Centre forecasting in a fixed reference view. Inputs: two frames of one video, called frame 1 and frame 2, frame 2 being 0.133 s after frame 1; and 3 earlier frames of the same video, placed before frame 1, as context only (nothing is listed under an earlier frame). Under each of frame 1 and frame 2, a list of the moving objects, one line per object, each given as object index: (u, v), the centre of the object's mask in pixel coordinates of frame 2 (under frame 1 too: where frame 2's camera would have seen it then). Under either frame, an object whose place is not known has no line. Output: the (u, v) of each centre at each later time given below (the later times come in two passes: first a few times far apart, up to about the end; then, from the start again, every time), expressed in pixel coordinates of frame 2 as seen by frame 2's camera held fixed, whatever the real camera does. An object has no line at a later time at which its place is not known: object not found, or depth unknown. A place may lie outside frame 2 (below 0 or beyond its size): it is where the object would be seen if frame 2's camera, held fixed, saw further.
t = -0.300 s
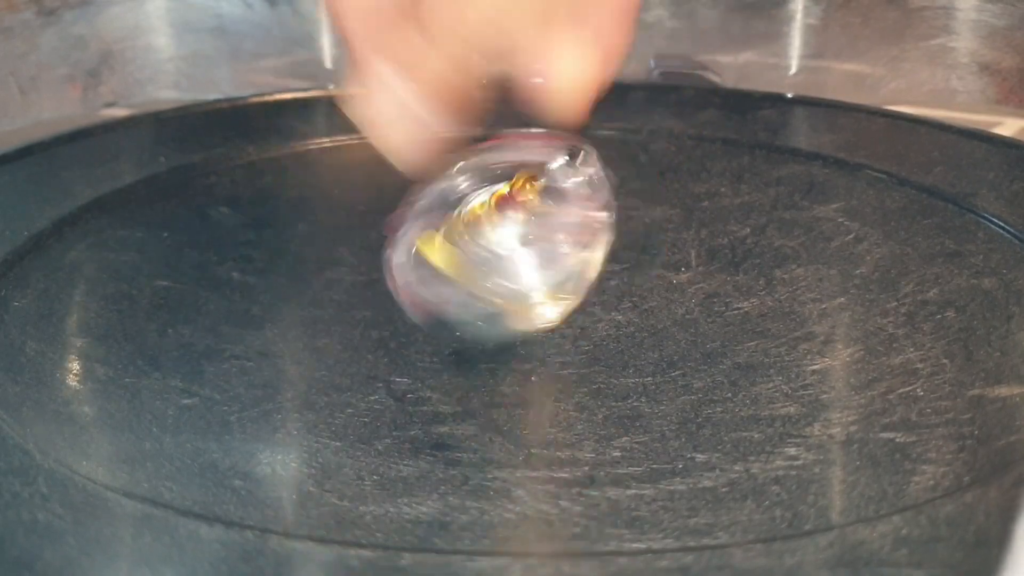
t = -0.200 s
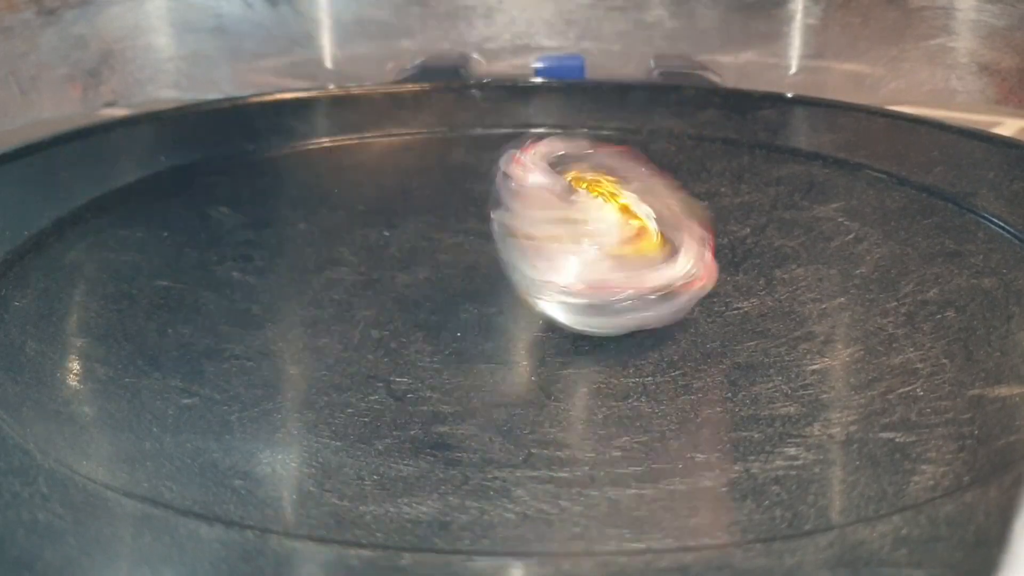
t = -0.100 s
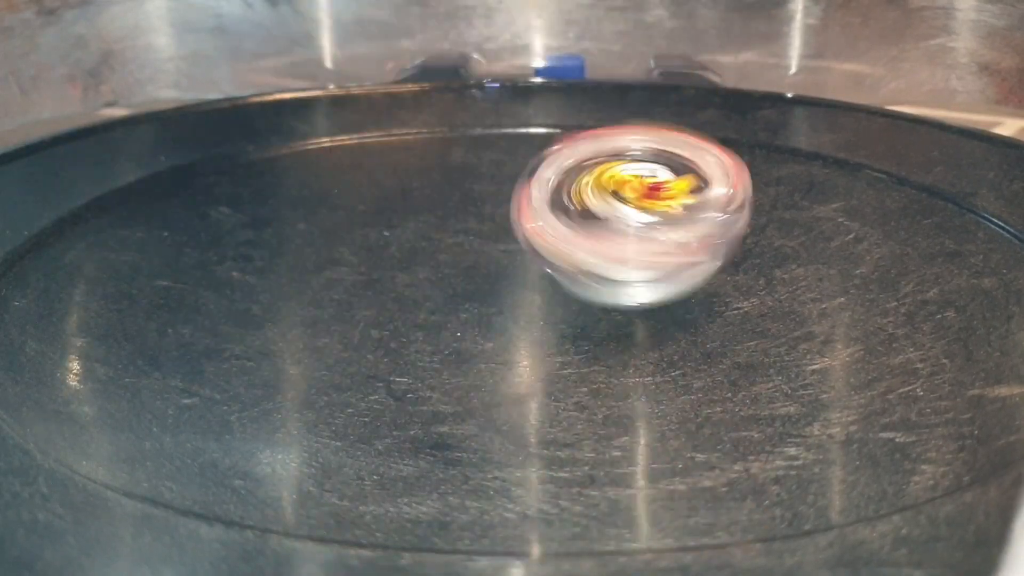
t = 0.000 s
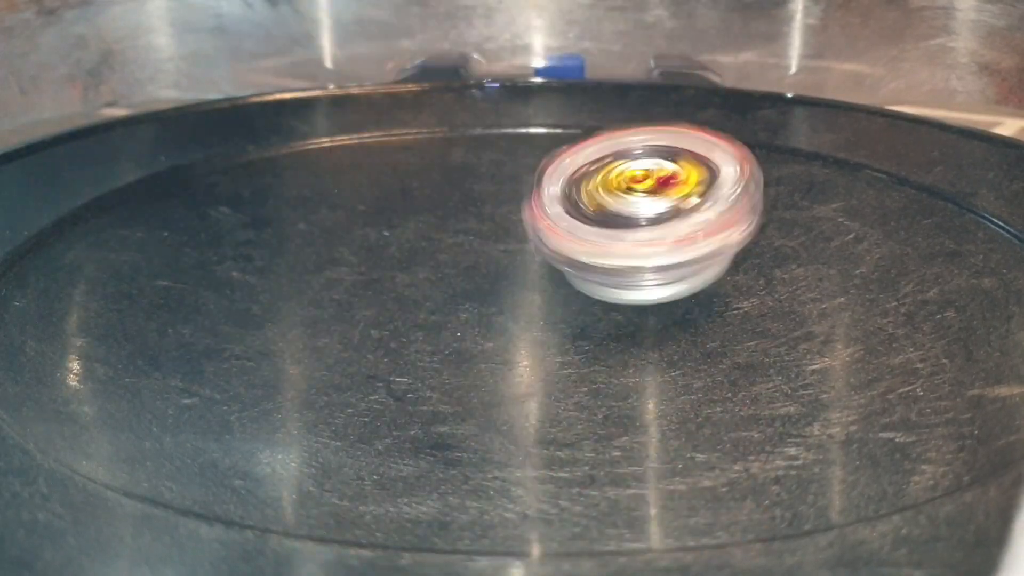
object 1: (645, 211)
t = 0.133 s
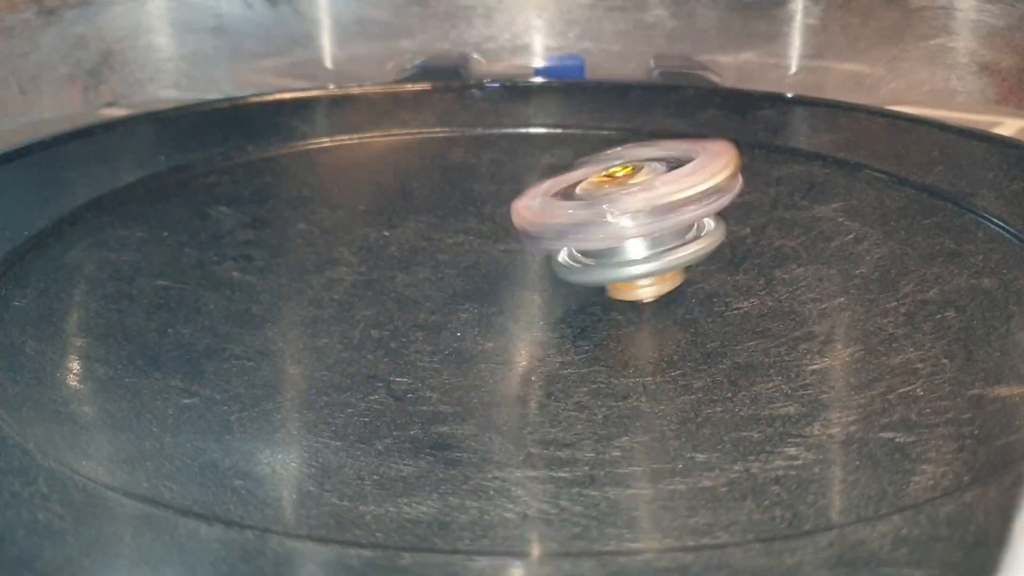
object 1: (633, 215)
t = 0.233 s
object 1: (617, 222)
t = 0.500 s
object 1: (522, 222)
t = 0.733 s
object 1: (488, 201)
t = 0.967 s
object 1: (481, 214)
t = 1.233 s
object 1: (439, 244)
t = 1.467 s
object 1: (415, 238)
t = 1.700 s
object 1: (415, 246)
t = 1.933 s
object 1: (418, 268)
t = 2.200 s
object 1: (445, 277)
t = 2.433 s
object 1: (498, 284)
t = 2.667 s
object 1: (564, 287)
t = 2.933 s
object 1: (617, 279)
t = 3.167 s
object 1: (648, 263)
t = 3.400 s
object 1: (667, 244)
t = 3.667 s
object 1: (655, 229)
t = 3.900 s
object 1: (608, 216)
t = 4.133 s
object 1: (565, 209)
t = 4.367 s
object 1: (516, 207)
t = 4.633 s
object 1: (466, 214)
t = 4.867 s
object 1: (433, 222)
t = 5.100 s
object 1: (425, 243)
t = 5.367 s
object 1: (438, 270)
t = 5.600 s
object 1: (488, 283)
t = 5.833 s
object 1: (547, 280)
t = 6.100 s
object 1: (635, 283)
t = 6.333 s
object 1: (637, 250)
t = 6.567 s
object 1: (585, 224)
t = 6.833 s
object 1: (502, 215)
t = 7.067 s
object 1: (446, 233)
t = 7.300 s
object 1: (478, 261)
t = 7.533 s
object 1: (539, 288)
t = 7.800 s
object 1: (585, 255)
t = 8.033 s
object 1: (570, 277)
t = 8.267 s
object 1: (596, 274)
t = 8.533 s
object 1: (587, 278)
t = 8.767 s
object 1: (582, 272)
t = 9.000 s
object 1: (596, 259)
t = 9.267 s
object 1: (579, 274)
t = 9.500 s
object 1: (573, 261)
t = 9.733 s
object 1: (572, 269)
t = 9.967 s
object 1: (548, 268)
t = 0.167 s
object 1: (632, 219)
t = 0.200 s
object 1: (628, 219)
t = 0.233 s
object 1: (617, 222)
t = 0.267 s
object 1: (607, 225)
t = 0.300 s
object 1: (596, 225)
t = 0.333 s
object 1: (581, 227)
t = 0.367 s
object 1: (570, 227)
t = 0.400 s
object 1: (558, 227)
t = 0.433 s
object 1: (540, 224)
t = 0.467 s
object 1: (531, 224)
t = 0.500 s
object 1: (522, 222)
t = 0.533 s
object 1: (513, 219)
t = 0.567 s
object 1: (501, 212)
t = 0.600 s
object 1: (494, 212)
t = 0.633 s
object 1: (497, 211)
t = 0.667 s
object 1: (497, 207)
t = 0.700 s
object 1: (494, 202)
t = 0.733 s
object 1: (488, 201)
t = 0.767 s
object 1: (484, 200)
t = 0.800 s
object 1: (482, 200)
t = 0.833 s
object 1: (478, 203)
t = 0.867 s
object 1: (473, 206)
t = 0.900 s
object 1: (475, 209)
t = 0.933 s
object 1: (482, 213)
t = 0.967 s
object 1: (481, 214)
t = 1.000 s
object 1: (473, 218)
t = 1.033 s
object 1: (472, 225)
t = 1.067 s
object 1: (470, 229)
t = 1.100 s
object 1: (467, 232)
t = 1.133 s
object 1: (459, 233)
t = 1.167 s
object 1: (447, 239)
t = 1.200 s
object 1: (444, 243)
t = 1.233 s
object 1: (439, 244)
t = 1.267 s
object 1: (435, 244)
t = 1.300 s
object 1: (428, 243)
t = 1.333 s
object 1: (420, 244)
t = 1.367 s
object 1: (423, 245)
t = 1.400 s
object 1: (423, 244)
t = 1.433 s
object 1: (423, 240)
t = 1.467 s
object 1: (415, 238)
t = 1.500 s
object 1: (410, 239)
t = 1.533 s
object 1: (404, 240)
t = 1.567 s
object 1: (398, 241)
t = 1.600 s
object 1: (406, 242)
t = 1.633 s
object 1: (411, 243)
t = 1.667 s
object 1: (416, 244)
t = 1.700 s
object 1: (415, 246)
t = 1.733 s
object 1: (413, 251)
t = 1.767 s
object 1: (416, 255)
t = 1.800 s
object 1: (424, 259)
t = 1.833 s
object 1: (430, 258)
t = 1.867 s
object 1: (428, 261)
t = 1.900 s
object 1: (423, 264)
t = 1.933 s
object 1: (418, 268)
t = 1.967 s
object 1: (428, 273)
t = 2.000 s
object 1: (435, 272)
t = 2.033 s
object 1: (441, 272)
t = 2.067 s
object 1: (444, 271)
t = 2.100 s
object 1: (445, 273)
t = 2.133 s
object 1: (442, 275)
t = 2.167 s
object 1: (437, 275)
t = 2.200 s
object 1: (445, 277)
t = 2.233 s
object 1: (453, 277)
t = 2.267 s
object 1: (466, 278)
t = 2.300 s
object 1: (474, 278)
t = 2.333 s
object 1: (485, 283)
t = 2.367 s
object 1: (487, 285)
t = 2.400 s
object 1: (488, 286)
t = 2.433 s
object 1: (498, 284)
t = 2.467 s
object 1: (514, 286)
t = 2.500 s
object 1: (531, 285)
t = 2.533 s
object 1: (543, 288)
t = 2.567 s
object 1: (550, 289)
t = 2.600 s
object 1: (550, 289)
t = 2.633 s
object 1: (557, 289)
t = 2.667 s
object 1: (564, 287)
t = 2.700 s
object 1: (579, 288)
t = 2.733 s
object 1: (588, 288)
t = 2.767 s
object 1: (600, 290)
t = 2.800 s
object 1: (606, 288)
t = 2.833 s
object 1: (608, 286)
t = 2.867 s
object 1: (607, 281)
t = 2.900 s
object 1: (609, 281)
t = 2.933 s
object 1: (617, 279)
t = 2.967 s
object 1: (630, 282)
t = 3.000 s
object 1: (643, 280)
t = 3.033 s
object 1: (647, 276)
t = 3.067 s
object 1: (644, 270)
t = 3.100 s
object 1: (639, 265)
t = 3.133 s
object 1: (642, 262)
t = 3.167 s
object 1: (648, 263)
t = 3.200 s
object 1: (664, 264)
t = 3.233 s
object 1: (672, 261)
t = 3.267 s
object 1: (673, 257)
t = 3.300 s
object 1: (665, 251)
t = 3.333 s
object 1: (661, 247)
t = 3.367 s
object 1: (660, 244)
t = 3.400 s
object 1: (667, 244)
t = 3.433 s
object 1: (675, 244)
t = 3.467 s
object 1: (684, 243)
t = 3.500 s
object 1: (683, 238)
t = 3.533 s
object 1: (675, 233)
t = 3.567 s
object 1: (661, 228)
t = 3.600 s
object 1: (654, 229)
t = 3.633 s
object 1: (651, 229)
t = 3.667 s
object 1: (655, 229)
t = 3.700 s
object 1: (657, 230)
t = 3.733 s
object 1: (656, 226)
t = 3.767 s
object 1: (646, 220)
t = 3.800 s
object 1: (631, 217)
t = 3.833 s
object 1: (618, 214)
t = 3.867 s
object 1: (612, 217)
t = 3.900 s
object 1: (608, 216)
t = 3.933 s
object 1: (613, 218)
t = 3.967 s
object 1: (614, 216)
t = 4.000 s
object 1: (610, 212)
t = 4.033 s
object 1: (597, 207)
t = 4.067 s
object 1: (581, 205)
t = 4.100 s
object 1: (571, 204)
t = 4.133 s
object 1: (565, 209)
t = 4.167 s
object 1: (566, 206)
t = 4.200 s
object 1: (567, 209)
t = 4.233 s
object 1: (567, 206)
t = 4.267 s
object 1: (557, 203)
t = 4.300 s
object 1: (541, 202)
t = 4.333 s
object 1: (525, 203)
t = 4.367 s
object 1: (516, 207)
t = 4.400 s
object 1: (514, 209)
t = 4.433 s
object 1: (518, 206)
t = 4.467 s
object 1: (519, 212)
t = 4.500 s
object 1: (514, 207)
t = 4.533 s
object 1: (503, 207)
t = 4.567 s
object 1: (489, 207)
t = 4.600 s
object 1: (473, 209)
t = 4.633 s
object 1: (466, 214)
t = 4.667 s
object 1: (466, 215)
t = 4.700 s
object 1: (471, 212)
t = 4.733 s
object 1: (472, 218)
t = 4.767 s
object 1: (467, 213)
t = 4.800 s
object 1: (457, 215)
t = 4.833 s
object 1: (443, 218)
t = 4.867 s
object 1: (433, 222)
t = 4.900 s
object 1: (428, 226)
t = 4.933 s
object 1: (432, 229)
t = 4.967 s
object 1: (439, 231)
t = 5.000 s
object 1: (443, 230)
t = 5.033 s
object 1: (442, 232)
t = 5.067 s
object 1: (436, 237)
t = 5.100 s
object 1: (425, 243)
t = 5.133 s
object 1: (420, 247)
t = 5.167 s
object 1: (430, 255)
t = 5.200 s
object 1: (440, 256)
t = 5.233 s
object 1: (452, 257)
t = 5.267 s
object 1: (455, 257)
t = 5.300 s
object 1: (453, 261)
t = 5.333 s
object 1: (444, 266)
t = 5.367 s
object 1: (438, 270)
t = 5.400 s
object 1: (440, 276)
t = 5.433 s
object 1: (447, 279)
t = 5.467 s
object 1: (454, 280)
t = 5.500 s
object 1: (463, 280)
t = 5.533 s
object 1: (474, 283)
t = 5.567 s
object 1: (484, 283)
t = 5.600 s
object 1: (488, 283)
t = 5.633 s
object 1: (485, 284)
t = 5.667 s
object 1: (488, 281)
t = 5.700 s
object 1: (497, 280)
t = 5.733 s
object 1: (509, 279)
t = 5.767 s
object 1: (522, 279)
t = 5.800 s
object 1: (532, 278)
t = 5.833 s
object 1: (547, 280)
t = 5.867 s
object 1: (561, 283)
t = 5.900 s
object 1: (569, 286)
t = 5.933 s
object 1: (570, 286)
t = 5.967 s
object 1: (575, 284)
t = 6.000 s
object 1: (592, 281)
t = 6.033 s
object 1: (606, 281)
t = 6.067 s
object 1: (620, 282)
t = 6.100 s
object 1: (635, 283)
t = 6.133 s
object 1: (649, 281)
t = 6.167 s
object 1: (656, 271)
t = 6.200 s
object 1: (647, 262)
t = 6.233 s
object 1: (639, 256)
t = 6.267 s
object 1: (637, 253)
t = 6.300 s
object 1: (636, 254)
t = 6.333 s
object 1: (637, 250)
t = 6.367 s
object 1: (644, 247)
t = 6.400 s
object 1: (637, 242)
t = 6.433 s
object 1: (624, 232)
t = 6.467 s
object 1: (608, 227)
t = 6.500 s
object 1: (596, 224)
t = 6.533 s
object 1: (591, 224)
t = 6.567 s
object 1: (585, 224)
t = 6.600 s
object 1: (585, 217)
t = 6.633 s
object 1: (575, 221)
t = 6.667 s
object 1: (562, 212)
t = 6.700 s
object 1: (548, 207)
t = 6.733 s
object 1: (537, 206)
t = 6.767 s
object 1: (523, 206)
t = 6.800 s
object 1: (511, 209)
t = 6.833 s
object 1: (502, 215)
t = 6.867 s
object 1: (490, 213)
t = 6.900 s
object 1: (484, 213)
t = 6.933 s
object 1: (479, 222)
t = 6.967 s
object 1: (474, 220)
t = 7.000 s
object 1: (469, 221)
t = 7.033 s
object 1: (460, 226)
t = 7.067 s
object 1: (446, 233)
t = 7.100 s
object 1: (440, 238)
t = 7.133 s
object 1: (450, 249)
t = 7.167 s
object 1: (463, 253)
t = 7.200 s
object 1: (472, 253)
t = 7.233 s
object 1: (478, 254)
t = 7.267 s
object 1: (480, 256)
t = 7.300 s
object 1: (478, 261)
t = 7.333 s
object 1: (473, 270)
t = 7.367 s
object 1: (468, 275)
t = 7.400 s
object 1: (482, 283)
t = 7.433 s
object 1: (499, 286)
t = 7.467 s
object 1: (511, 287)
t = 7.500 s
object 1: (524, 286)
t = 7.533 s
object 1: (539, 288)
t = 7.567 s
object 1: (556, 289)
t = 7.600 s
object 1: (574, 282)
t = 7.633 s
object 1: (577, 275)
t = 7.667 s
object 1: (575, 266)
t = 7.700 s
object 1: (574, 261)
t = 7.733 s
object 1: (576, 256)
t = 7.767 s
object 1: (581, 254)
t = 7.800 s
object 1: (585, 255)
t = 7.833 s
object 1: (587, 255)
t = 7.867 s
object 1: (589, 255)
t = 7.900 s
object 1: (591, 256)
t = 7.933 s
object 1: (589, 260)
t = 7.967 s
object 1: (582, 264)
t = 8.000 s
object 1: (572, 270)
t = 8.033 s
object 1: (570, 277)
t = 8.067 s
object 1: (570, 285)
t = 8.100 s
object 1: (578, 278)
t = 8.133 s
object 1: (582, 280)
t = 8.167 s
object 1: (590, 284)
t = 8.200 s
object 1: (599, 287)
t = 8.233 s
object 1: (597, 282)
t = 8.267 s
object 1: (596, 274)
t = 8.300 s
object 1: (590, 268)
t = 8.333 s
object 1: (586, 264)
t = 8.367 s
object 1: (587, 263)
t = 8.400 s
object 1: (589, 263)
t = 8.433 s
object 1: (588, 265)
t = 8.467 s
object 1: (581, 270)
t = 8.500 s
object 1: (579, 272)
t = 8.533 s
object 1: (587, 278)
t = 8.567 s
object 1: (593, 282)
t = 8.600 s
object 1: (594, 276)
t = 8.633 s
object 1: (596, 272)
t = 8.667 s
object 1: (594, 274)
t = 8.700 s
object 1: (591, 282)
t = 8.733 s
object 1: (585, 276)
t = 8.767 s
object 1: (582, 272)
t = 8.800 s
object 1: (588, 270)
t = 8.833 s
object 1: (595, 267)
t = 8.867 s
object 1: (600, 265)
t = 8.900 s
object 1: (602, 262)
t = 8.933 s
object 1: (604, 258)
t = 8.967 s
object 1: (602, 257)
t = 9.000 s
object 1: (596, 259)
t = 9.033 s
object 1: (585, 263)
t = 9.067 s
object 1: (582, 269)
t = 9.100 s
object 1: (577, 269)
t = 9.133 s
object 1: (579, 265)
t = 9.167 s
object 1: (580, 266)
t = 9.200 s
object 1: (582, 271)
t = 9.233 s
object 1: (576, 276)
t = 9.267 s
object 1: (579, 274)
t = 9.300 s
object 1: (586, 271)
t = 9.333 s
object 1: (590, 266)
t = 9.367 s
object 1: (587, 262)
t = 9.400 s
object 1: (584, 258)
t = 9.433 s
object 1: (580, 257)
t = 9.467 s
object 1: (577, 259)
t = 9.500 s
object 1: (573, 261)
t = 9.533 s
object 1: (569, 264)
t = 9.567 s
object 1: (569, 270)
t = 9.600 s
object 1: (568, 274)
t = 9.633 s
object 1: (570, 267)
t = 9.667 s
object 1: (571, 266)
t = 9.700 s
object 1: (573, 265)
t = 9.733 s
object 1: (572, 269)
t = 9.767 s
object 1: (571, 275)
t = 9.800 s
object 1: (565, 272)
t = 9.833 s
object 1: (563, 269)
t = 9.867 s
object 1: (562, 267)
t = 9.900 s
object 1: (560, 266)
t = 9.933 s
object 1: (556, 266)
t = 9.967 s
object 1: (548, 268)
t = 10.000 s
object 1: (540, 269)
